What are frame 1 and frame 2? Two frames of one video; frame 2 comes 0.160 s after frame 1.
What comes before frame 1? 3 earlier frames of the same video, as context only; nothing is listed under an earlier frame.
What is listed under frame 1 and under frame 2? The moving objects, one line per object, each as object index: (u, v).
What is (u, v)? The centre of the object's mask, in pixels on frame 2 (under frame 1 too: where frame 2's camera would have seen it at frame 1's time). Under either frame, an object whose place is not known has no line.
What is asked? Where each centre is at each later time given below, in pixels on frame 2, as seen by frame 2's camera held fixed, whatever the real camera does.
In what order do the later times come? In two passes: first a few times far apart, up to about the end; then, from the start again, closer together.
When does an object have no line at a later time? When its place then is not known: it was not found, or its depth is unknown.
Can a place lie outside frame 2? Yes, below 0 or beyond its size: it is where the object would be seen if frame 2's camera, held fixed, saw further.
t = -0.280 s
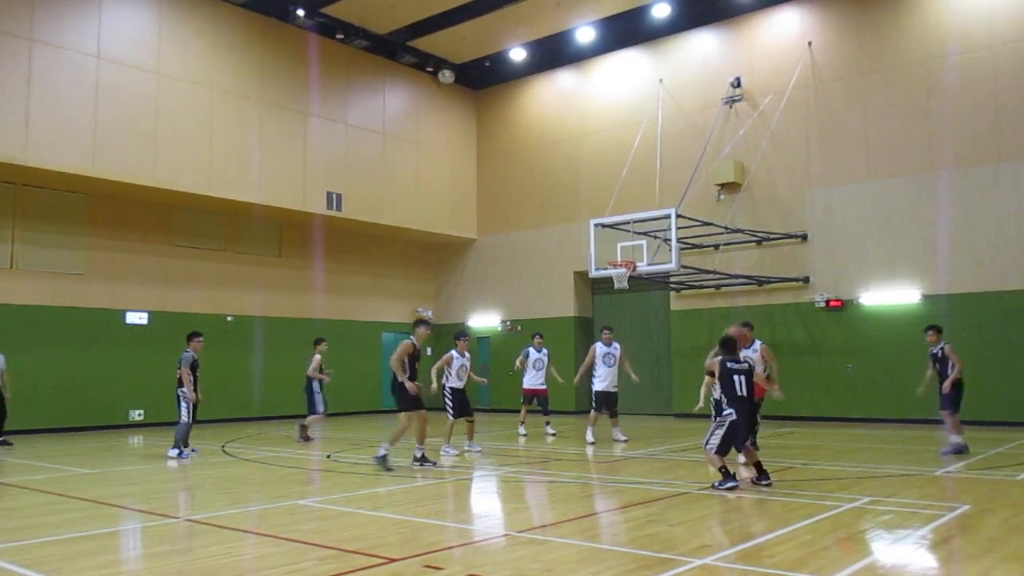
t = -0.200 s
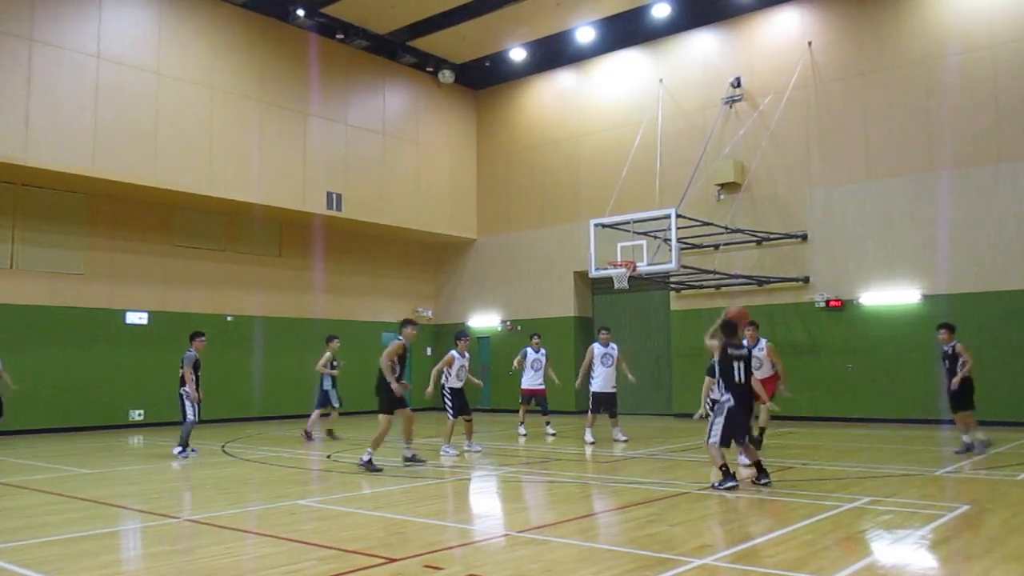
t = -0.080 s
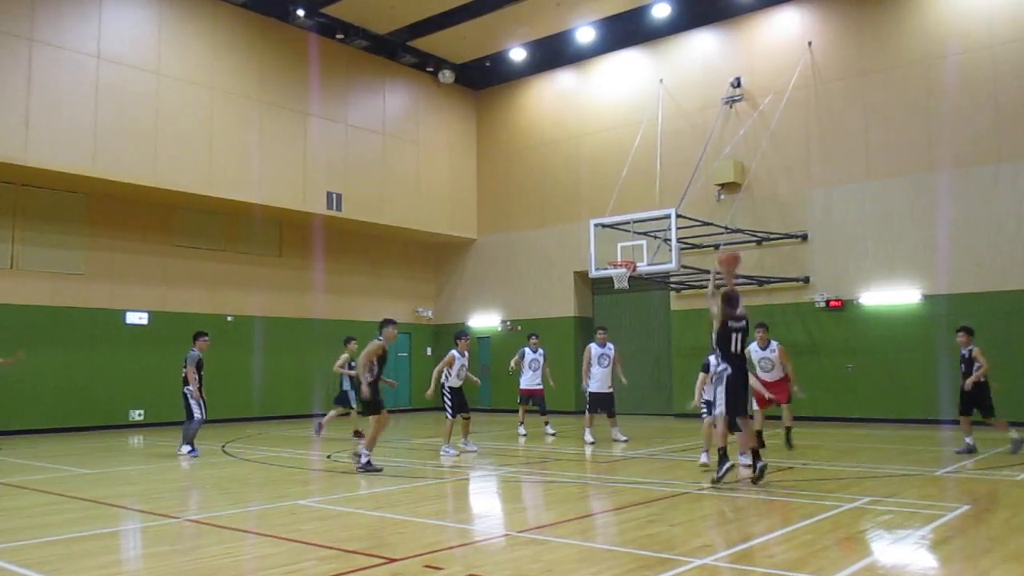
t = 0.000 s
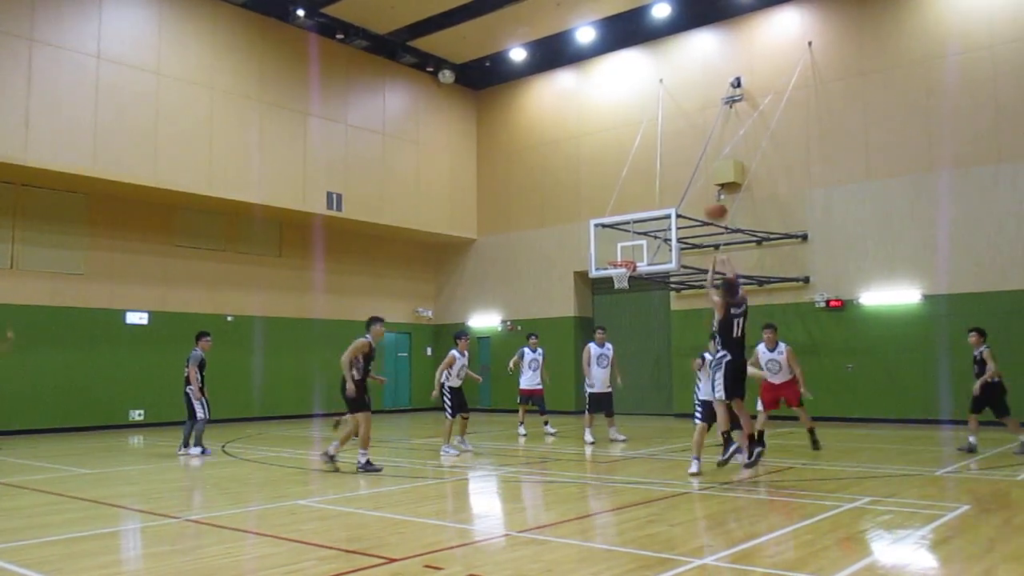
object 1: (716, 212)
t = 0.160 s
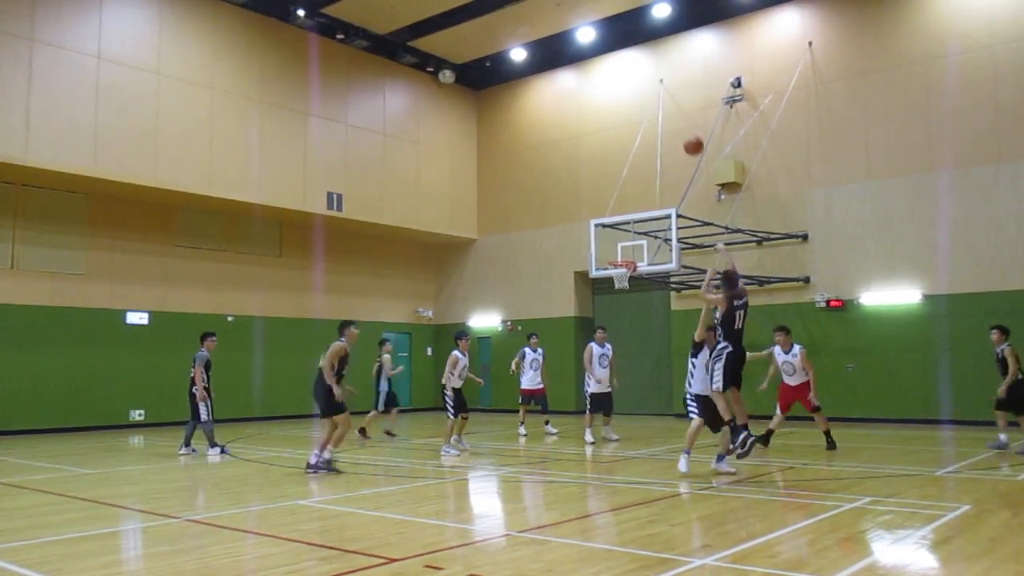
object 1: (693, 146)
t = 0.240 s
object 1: (683, 125)
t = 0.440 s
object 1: (663, 98)
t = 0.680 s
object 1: (644, 106)
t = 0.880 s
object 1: (631, 137)
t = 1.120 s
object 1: (619, 198)
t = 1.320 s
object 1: (613, 255)
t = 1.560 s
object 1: (609, 252)
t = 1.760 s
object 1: (590, 264)
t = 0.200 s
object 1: (688, 134)
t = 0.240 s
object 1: (683, 125)
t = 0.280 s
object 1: (679, 116)
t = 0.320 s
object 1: (675, 110)
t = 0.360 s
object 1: (671, 105)
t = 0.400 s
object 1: (667, 101)
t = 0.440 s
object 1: (663, 98)
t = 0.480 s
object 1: (660, 97)
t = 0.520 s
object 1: (656, 97)
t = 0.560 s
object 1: (653, 98)
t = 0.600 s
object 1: (650, 99)
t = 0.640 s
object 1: (647, 102)
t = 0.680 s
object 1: (644, 106)
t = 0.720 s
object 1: (641, 110)
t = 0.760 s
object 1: (638, 116)
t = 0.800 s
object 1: (636, 122)
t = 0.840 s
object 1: (634, 129)
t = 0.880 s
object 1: (631, 137)
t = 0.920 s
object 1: (629, 145)
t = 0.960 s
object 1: (627, 155)
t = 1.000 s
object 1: (625, 164)
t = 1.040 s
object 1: (623, 175)
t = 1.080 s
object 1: (621, 186)
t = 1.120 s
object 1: (619, 198)
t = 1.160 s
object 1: (618, 210)
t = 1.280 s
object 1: (613, 249)
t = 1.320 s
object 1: (613, 255)
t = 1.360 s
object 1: (614, 254)
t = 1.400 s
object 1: (614, 253)
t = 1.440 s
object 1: (616, 253)
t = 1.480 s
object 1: (616, 253)
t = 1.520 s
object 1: (613, 252)
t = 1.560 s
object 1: (609, 252)
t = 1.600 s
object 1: (605, 253)
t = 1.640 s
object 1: (602, 255)
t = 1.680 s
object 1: (597, 257)
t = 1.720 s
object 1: (594, 260)
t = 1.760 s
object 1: (590, 264)
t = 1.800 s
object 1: (586, 269)
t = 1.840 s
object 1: (583, 275)
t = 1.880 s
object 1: (580, 280)
